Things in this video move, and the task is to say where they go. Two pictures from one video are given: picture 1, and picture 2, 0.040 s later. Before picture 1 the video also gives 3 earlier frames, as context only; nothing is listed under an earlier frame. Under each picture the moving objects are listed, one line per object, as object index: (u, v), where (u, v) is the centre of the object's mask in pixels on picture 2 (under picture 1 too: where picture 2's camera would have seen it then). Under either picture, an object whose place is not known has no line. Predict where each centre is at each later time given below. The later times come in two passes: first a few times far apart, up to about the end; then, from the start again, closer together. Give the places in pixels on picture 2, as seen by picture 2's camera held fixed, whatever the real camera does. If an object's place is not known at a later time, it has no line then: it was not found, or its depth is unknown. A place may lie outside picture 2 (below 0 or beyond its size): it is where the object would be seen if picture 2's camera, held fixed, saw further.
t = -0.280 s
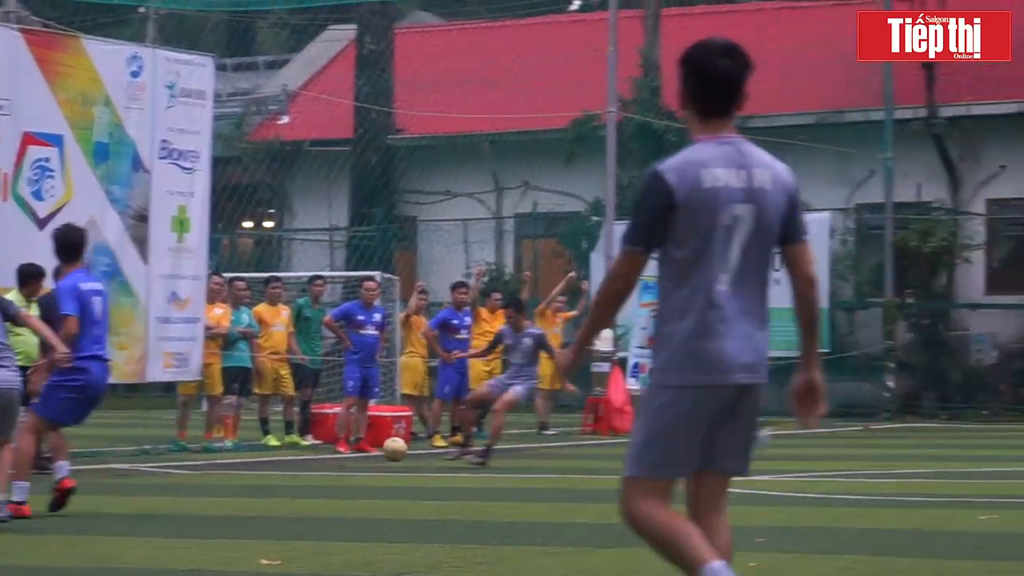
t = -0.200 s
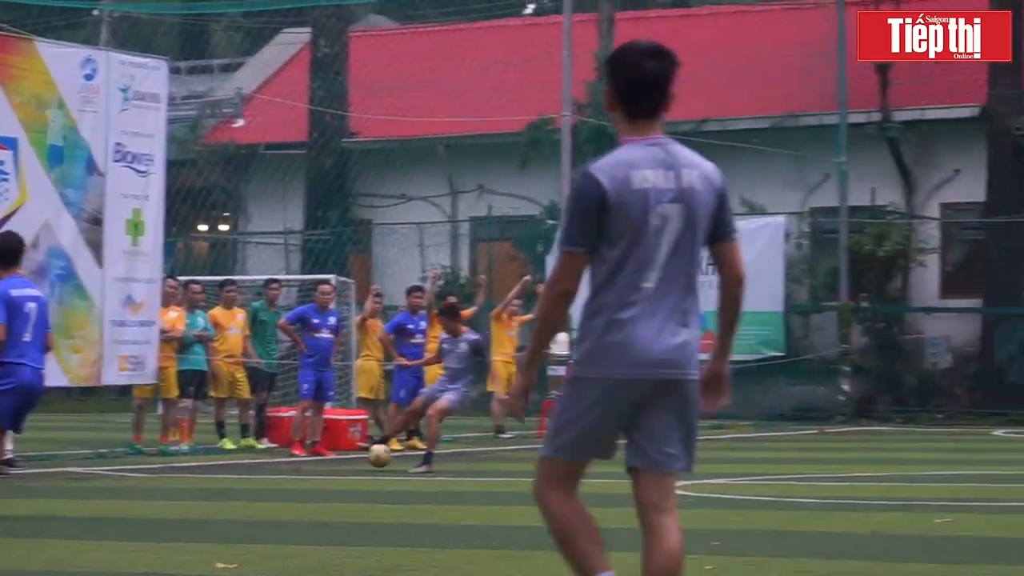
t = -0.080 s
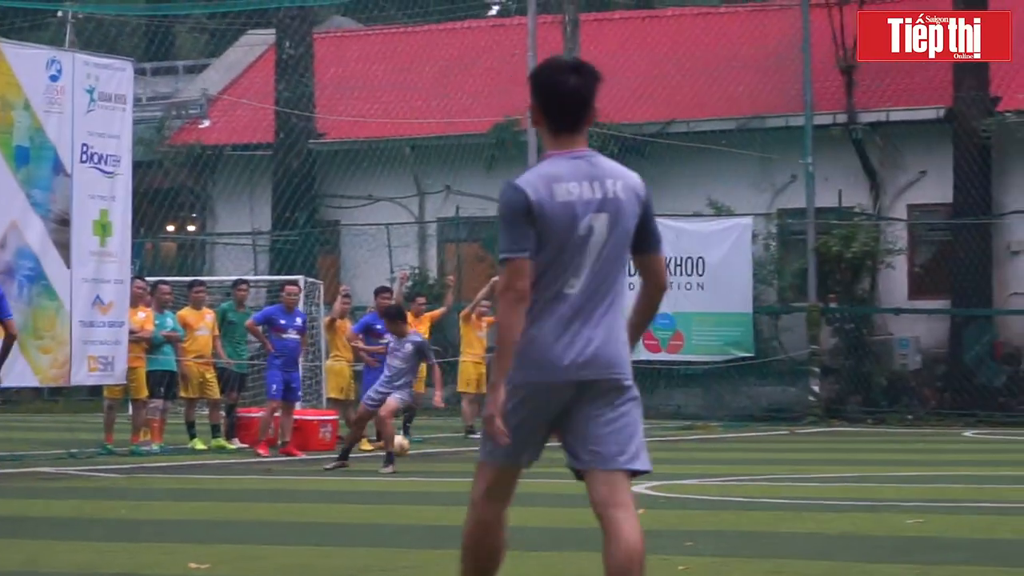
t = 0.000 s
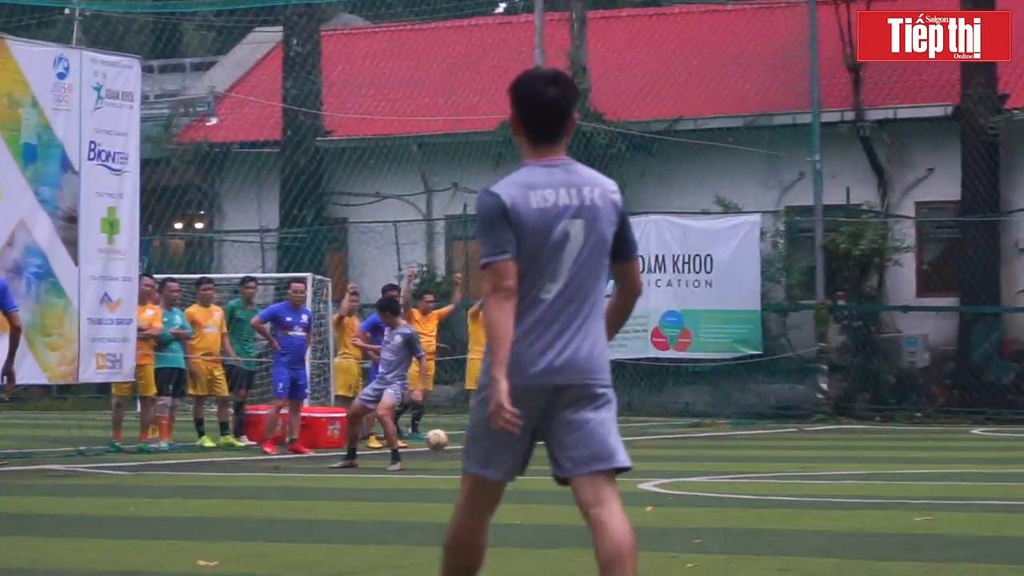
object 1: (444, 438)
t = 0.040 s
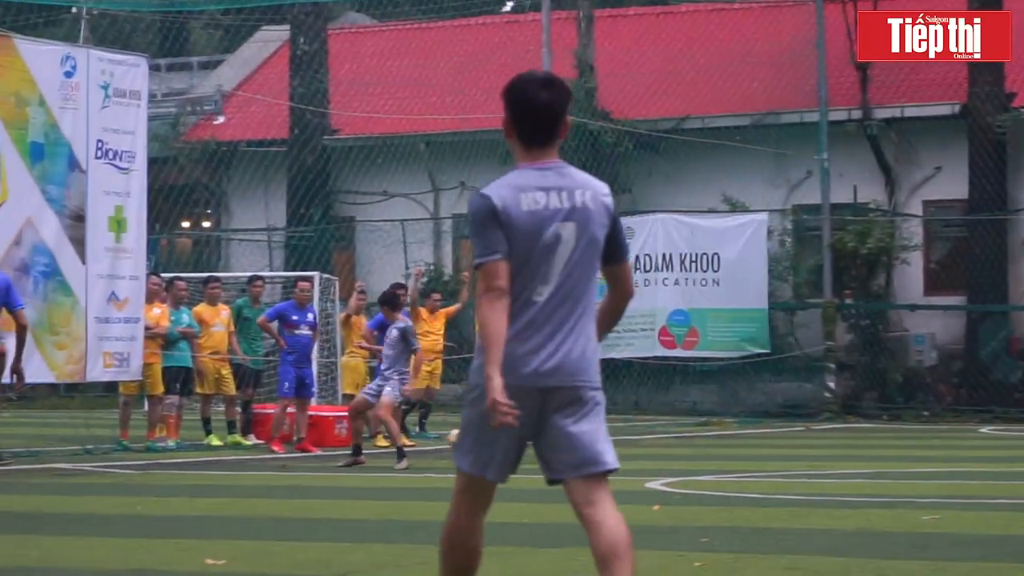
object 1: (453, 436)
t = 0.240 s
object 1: (527, 437)
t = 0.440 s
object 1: (566, 438)
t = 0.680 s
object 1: (603, 436)
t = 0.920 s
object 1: (633, 432)
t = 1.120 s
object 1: (657, 429)
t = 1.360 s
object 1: (689, 425)
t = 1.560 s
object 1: (713, 422)
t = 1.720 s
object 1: (734, 420)
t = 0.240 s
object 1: (527, 437)
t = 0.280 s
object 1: (531, 437)
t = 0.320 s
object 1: (541, 439)
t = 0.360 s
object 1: (551, 441)
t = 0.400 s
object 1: (558, 439)
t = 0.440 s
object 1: (566, 438)
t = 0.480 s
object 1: (574, 439)
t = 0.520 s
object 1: (580, 436)
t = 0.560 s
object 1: (586, 434)
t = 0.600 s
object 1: (592, 434)
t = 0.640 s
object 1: (597, 435)
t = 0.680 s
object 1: (603, 436)
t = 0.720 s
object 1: (608, 435)
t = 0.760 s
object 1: (613, 435)
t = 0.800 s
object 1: (618, 433)
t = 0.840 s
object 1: (623, 431)
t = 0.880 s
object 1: (628, 431)
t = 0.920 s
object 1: (633, 432)
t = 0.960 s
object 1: (637, 430)
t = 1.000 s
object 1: (643, 429)
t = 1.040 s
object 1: (648, 430)
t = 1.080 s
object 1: (653, 430)
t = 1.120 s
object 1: (657, 429)
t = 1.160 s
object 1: (663, 429)
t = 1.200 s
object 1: (668, 427)
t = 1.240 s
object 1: (673, 427)
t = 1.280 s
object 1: (678, 426)
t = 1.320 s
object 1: (684, 426)
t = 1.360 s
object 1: (689, 425)
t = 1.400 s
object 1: (694, 424)
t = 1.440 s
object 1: (699, 421)
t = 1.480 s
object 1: (704, 420)
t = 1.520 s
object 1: (708, 421)
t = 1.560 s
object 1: (713, 422)
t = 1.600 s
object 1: (718, 419)
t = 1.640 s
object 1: (724, 418)
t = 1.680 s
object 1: (729, 418)
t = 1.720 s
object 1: (734, 420)
